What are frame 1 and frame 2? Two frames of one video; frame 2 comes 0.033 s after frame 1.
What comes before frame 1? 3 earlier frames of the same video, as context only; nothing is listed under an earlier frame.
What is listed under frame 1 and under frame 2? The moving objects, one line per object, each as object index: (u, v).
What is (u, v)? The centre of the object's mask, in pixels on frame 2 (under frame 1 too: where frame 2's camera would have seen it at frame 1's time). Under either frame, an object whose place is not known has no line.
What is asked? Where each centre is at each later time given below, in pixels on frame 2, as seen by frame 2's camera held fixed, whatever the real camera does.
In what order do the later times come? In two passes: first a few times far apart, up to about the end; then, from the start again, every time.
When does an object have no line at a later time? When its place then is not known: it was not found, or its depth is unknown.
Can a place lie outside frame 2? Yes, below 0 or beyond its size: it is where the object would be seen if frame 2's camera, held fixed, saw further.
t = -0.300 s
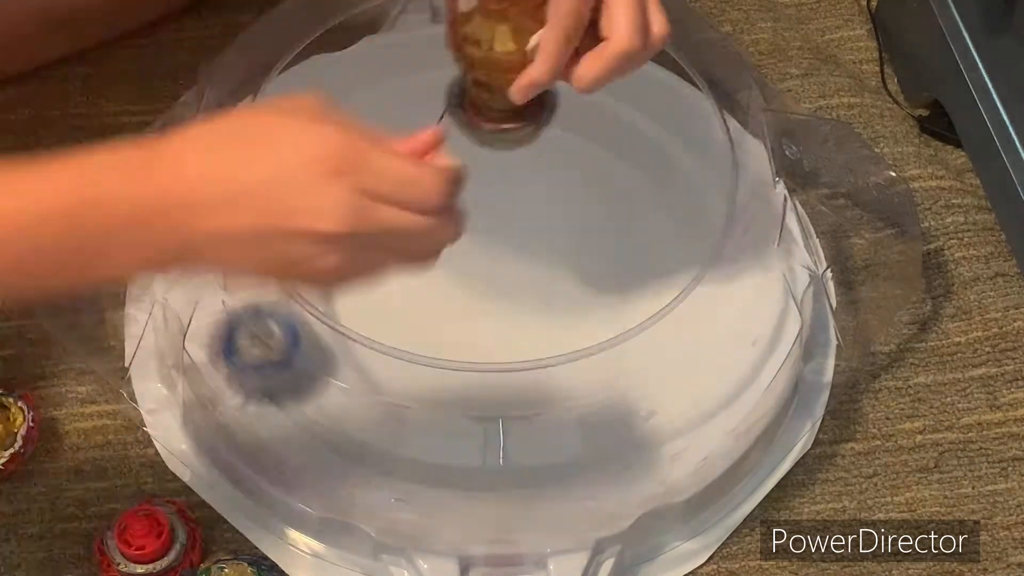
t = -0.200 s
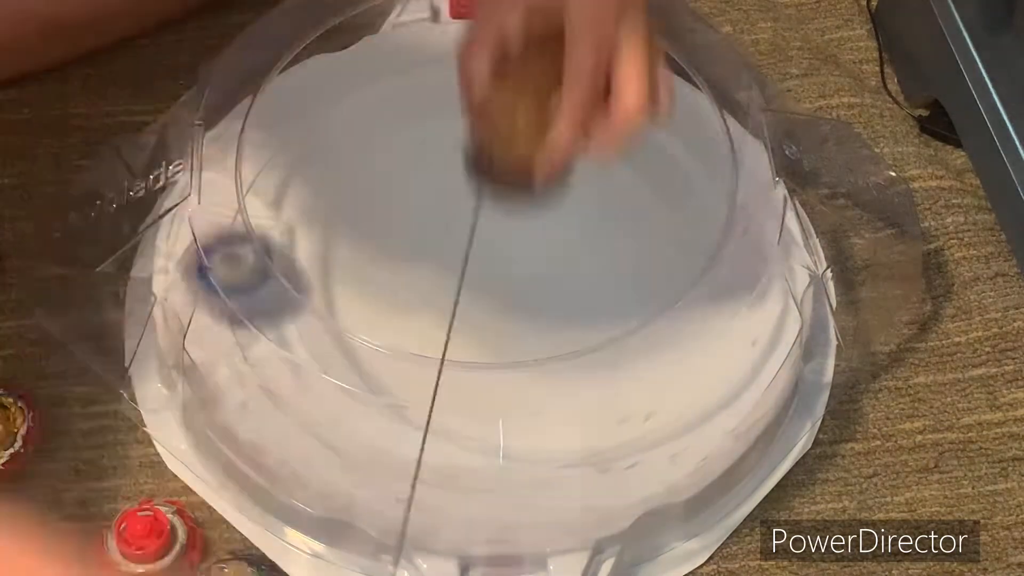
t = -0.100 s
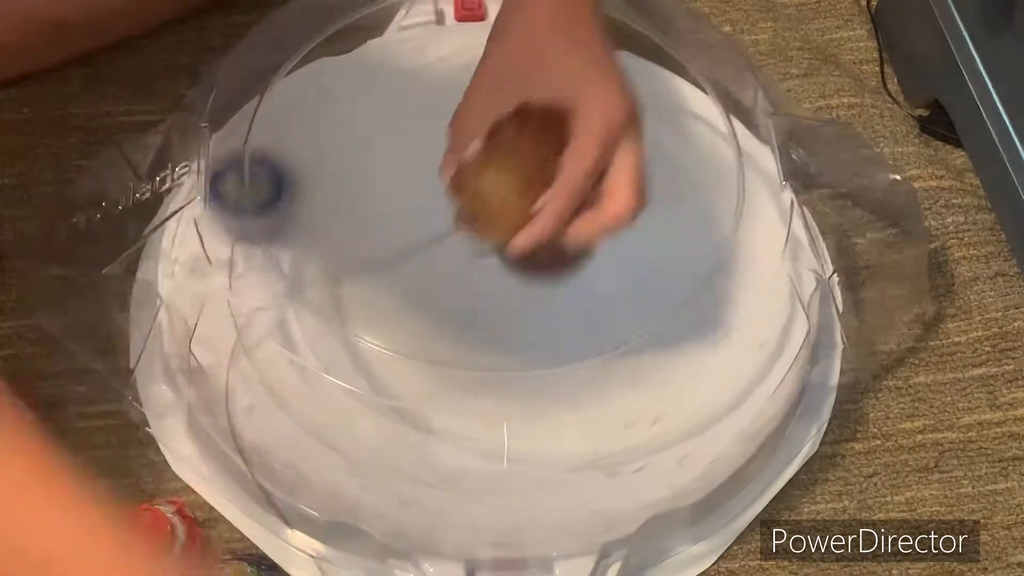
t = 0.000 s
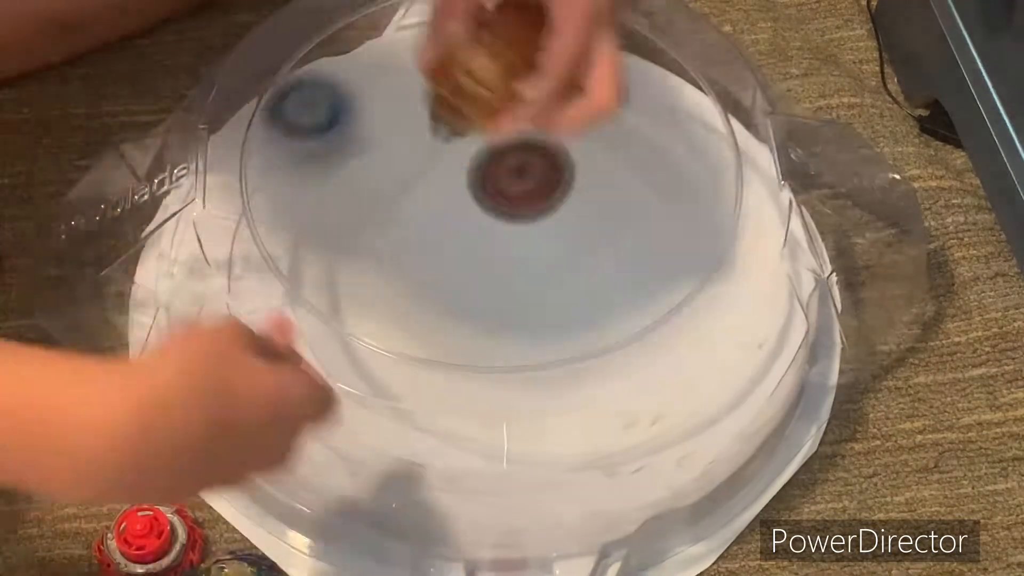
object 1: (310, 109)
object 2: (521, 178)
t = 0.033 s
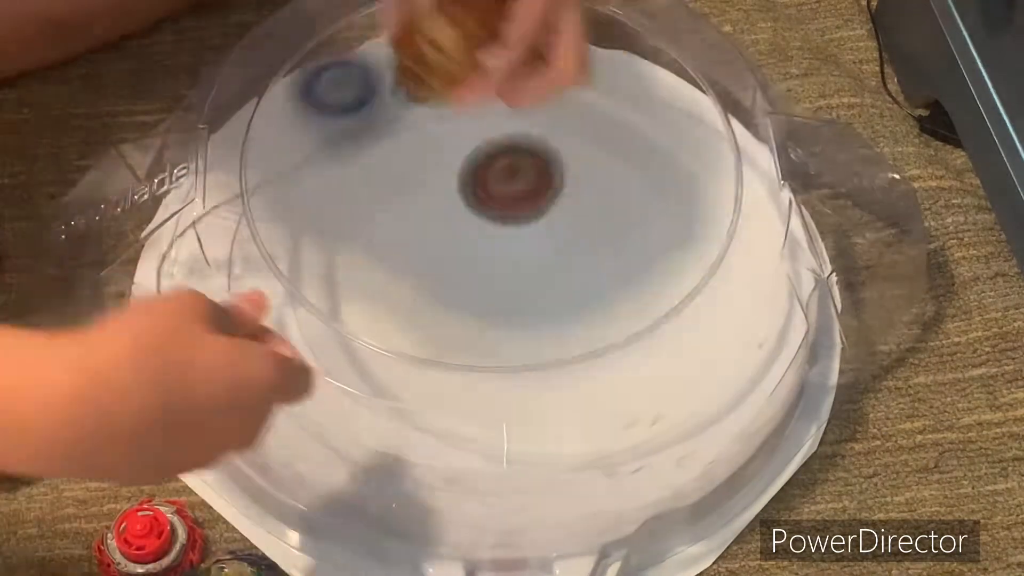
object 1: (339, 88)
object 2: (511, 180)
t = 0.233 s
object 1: (585, 79)
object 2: (462, 239)
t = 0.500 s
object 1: (745, 305)
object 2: (469, 299)
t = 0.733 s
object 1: (543, 468)
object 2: (570, 290)
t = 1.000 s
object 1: (252, 322)
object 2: (468, 195)
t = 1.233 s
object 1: (335, 108)
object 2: (337, 296)
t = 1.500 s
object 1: (622, 96)
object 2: (541, 439)
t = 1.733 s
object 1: (738, 268)
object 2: (643, 395)
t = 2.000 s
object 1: (788, 271)
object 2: (356, 444)
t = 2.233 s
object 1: (779, 244)
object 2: (255, 325)
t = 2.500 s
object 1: (791, 213)
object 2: (257, 257)
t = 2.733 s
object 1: (779, 183)
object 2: (260, 278)
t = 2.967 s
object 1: (760, 191)
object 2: (255, 302)
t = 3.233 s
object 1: (699, 223)
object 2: (253, 307)
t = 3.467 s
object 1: (565, 298)
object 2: (267, 293)
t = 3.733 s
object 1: (416, 247)
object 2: (290, 308)
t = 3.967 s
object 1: (554, 165)
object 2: (372, 327)
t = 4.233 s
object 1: (716, 205)
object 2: (501, 338)
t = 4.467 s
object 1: (781, 205)
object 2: (415, 368)
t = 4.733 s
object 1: (698, 256)
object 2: (514, 329)
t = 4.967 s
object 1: (530, 333)
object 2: (463, 192)
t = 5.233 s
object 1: (384, 295)
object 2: (348, 119)
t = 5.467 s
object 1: (402, 272)
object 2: (338, 79)
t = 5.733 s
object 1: (513, 272)
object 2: (368, 53)
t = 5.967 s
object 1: (482, 359)
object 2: (428, 37)
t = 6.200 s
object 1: (384, 313)
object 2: (492, 34)
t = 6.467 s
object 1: (519, 238)
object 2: (562, 43)
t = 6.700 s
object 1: (604, 324)
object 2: (614, 62)
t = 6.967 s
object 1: (480, 373)
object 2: (659, 95)
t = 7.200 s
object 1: (444, 248)
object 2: (684, 130)
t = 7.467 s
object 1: (565, 209)
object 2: (691, 179)
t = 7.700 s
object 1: (512, 298)
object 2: (715, 219)
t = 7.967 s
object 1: (434, 250)
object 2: (724, 265)
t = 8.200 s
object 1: (497, 211)
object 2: (721, 303)
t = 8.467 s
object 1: (511, 308)
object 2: (697, 359)
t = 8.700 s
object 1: (422, 302)
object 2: (648, 408)
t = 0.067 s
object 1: (370, 75)
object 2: (502, 195)
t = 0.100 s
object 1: (414, 62)
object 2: (491, 221)
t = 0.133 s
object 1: (457, 56)
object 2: (482, 253)
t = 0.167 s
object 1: (498, 62)
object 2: (476, 240)
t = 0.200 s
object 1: (540, 67)
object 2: (469, 235)
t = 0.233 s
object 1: (585, 79)
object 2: (462, 239)
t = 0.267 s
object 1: (623, 95)
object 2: (455, 255)
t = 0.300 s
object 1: (659, 116)
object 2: (450, 273)
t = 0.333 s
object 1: (689, 142)
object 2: (448, 270)
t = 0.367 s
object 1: (717, 171)
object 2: (449, 281)
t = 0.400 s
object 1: (733, 203)
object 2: (451, 288)
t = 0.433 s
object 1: (745, 237)
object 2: (454, 292)
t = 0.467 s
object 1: (747, 272)
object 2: (462, 297)
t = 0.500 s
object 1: (745, 305)
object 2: (469, 299)
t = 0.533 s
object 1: (735, 338)
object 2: (481, 303)
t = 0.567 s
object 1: (717, 368)
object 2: (493, 306)
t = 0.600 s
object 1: (692, 396)
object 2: (506, 307)
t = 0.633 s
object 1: (663, 422)
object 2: (521, 308)
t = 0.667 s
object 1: (627, 444)
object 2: (538, 306)
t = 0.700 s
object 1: (588, 460)
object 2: (555, 301)
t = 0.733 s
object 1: (543, 468)
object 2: (570, 290)
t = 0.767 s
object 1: (498, 472)
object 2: (579, 277)
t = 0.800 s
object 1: (452, 470)
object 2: (582, 260)
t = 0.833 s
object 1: (407, 460)
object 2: (578, 243)
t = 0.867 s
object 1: (365, 442)
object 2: (567, 227)
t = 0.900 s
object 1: (325, 419)
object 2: (550, 213)
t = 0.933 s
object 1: (292, 389)
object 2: (526, 203)
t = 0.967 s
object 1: (270, 358)
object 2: (499, 197)
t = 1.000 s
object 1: (252, 322)
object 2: (468, 195)
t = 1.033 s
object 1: (243, 287)
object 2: (439, 197)
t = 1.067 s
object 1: (243, 252)
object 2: (412, 206)
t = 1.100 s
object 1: (249, 219)
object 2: (387, 218)
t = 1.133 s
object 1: (260, 185)
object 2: (367, 234)
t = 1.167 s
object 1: (280, 157)
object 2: (350, 253)
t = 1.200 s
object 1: (307, 130)
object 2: (341, 273)
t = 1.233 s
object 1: (335, 108)
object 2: (337, 296)
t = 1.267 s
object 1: (368, 91)
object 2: (342, 320)
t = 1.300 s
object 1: (403, 77)
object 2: (363, 351)
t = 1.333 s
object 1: (439, 68)
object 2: (382, 375)
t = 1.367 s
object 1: (478, 65)
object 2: (407, 394)
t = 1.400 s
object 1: (517, 65)
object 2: (438, 414)
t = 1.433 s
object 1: (553, 72)
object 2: (476, 423)
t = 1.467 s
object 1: (591, 82)
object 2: (511, 431)
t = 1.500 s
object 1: (622, 96)
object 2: (541, 439)
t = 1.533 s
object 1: (654, 112)
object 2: (566, 447)
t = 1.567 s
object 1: (681, 134)
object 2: (584, 448)
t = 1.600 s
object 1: (704, 159)
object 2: (600, 440)
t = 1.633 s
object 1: (721, 184)
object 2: (616, 430)
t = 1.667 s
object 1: (732, 212)
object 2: (629, 416)
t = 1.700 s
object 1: (734, 241)
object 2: (638, 406)
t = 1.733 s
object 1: (738, 268)
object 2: (643, 395)
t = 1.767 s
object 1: (738, 293)
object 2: (648, 388)
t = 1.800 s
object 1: (734, 315)
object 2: (650, 384)
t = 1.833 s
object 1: (745, 324)
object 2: (630, 390)
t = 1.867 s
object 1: (759, 306)
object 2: (570, 414)
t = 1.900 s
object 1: (766, 292)
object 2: (507, 429)
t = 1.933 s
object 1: (772, 285)
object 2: (455, 451)
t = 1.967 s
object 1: (780, 276)
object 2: (400, 456)
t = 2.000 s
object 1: (788, 271)
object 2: (356, 444)
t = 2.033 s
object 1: (797, 266)
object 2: (313, 438)
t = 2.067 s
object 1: (803, 259)
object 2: (290, 418)
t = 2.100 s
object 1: (797, 256)
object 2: (269, 395)
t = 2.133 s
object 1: (789, 253)
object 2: (248, 374)
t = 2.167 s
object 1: (785, 250)
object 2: (245, 355)
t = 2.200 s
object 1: (781, 247)
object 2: (248, 339)
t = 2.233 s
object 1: (779, 244)
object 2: (255, 325)
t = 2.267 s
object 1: (779, 241)
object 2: (262, 310)
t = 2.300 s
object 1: (783, 239)
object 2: (267, 292)
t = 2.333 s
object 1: (783, 234)
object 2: (271, 280)
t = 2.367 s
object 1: (788, 229)
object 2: (271, 271)
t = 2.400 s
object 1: (792, 226)
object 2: (271, 264)
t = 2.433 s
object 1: (794, 219)
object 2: (269, 259)
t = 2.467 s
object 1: (792, 217)
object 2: (263, 256)
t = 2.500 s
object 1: (791, 213)
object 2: (257, 257)
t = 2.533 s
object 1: (790, 209)
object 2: (245, 258)
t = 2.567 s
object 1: (789, 205)
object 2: (233, 260)
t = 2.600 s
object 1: (789, 198)
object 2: (232, 260)
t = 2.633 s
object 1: (787, 195)
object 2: (239, 270)
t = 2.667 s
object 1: (784, 190)
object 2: (248, 270)
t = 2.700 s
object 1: (783, 187)
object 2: (256, 274)
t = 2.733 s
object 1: (779, 183)
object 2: (260, 278)
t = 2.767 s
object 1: (778, 182)
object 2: (260, 283)
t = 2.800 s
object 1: (777, 184)
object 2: (258, 289)
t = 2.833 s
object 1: (774, 185)
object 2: (252, 291)
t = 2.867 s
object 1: (772, 186)
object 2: (243, 296)
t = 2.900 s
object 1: (769, 188)
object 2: (238, 298)
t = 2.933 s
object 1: (767, 188)
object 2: (246, 300)
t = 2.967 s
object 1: (760, 191)
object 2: (255, 302)
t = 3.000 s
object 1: (757, 194)
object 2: (259, 303)
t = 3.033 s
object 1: (753, 198)
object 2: (262, 304)
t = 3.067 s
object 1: (744, 203)
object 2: (261, 305)
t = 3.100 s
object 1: (741, 205)
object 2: (260, 306)
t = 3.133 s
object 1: (735, 209)
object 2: (257, 306)
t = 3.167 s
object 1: (722, 215)
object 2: (255, 308)
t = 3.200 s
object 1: (711, 221)
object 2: (254, 307)
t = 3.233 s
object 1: (699, 223)
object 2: (253, 307)
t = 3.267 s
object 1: (687, 226)
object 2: (253, 306)
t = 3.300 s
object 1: (673, 230)
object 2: (254, 305)
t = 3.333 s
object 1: (656, 239)
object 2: (255, 303)
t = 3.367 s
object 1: (637, 252)
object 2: (258, 300)
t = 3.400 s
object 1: (615, 266)
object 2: (260, 297)
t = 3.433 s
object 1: (591, 282)
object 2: (264, 296)
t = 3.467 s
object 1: (565, 298)
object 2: (267, 293)
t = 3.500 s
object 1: (534, 312)
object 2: (272, 290)
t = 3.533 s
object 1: (501, 320)
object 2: (277, 288)
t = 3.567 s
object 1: (468, 321)
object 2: (281, 286)
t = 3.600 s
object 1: (437, 316)
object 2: (288, 285)
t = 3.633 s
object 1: (406, 305)
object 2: (296, 284)
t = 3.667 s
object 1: (401, 289)
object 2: (295, 289)
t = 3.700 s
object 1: (407, 269)
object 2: (291, 295)
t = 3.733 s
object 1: (416, 247)
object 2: (290, 308)
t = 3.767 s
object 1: (429, 225)
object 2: (291, 309)
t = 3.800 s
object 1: (445, 207)
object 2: (295, 313)
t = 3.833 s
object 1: (463, 191)
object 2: (301, 315)
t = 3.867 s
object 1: (484, 179)
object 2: (310, 316)
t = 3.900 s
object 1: (507, 170)
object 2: (323, 321)
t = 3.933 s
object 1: (531, 165)
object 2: (345, 323)
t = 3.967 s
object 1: (554, 165)
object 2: (372, 327)
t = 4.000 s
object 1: (576, 169)
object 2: (408, 325)
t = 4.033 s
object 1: (596, 176)
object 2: (439, 330)
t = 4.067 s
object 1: (613, 189)
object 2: (474, 331)
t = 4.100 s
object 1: (627, 205)
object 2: (509, 326)
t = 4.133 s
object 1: (635, 224)
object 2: (543, 314)
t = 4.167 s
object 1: (650, 236)
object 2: (558, 306)
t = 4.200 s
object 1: (686, 216)
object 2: (530, 326)
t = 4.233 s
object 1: (716, 205)
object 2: (501, 338)
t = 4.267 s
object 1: (740, 196)
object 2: (479, 359)
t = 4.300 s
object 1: (755, 184)
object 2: (459, 368)
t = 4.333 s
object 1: (769, 179)
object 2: (435, 368)
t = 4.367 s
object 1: (781, 181)
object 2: (422, 369)
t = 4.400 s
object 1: (785, 186)
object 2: (415, 368)
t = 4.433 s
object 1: (784, 196)
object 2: (413, 369)
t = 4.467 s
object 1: (781, 205)
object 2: (415, 368)
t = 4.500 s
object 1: (775, 208)
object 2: (422, 369)
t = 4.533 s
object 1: (767, 215)
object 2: (431, 368)
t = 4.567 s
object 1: (759, 222)
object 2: (442, 367)
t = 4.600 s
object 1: (752, 228)
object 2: (456, 365)
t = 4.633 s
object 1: (742, 236)
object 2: (471, 361)
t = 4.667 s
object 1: (725, 245)
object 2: (486, 355)
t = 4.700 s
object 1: (712, 250)
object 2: (500, 343)
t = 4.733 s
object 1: (698, 256)
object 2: (514, 329)
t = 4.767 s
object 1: (681, 263)
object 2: (516, 311)
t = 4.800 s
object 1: (660, 272)
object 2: (517, 290)
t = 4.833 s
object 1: (636, 283)
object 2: (515, 271)
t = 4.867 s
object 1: (612, 297)
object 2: (506, 249)
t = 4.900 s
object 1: (585, 310)
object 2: (495, 229)
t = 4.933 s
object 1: (558, 324)
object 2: (482, 211)
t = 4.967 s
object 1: (530, 333)
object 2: (463, 192)
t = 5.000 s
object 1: (499, 337)
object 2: (447, 180)
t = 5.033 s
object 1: (469, 333)
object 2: (431, 173)
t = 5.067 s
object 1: (443, 321)
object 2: (415, 169)
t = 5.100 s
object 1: (420, 308)
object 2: (399, 169)
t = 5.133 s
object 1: (402, 289)
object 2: (384, 174)
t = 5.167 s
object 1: (392, 282)
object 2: (373, 168)
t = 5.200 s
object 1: (386, 289)
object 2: (360, 142)
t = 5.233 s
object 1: (384, 295)
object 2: (348, 119)
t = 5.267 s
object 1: (384, 297)
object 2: (341, 108)
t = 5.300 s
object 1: (384, 297)
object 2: (331, 88)
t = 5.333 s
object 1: (386, 295)
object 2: (329, 83)
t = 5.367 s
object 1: (390, 292)
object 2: (326, 78)
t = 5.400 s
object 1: (394, 287)
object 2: (330, 77)
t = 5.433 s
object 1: (398, 280)
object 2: (335, 79)
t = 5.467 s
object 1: (402, 272)
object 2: (338, 79)
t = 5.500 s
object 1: (408, 263)
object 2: (341, 77)
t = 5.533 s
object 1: (416, 255)
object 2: (344, 75)
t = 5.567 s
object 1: (429, 248)
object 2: (346, 69)
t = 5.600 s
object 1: (445, 245)
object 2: (348, 63)
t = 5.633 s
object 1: (464, 246)
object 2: (351, 61)
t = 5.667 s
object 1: (482, 251)
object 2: (357, 60)
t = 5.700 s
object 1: (500, 260)
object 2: (362, 57)
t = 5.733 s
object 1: (513, 272)
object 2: (368, 53)
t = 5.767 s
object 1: (523, 285)
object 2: (376, 51)
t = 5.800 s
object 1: (527, 300)
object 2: (384, 49)
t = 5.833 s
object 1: (528, 315)
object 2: (393, 45)
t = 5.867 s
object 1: (521, 328)
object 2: (402, 44)
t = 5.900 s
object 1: (513, 342)
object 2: (411, 39)
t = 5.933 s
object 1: (498, 351)
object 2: (419, 40)
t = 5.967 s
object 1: (482, 359)
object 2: (428, 37)
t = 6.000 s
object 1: (464, 364)
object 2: (437, 36)
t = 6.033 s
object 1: (445, 364)
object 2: (446, 34)
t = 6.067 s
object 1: (427, 361)
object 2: (455, 34)
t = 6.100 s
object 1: (409, 355)
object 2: (465, 34)
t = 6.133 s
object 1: (397, 344)
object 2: (473, 34)
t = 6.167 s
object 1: (388, 328)
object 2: (482, 34)
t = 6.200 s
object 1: (384, 313)
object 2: (492, 34)
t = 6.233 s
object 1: (389, 297)
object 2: (502, 35)
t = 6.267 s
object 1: (396, 280)
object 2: (511, 36)
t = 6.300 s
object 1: (411, 267)
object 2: (520, 36)
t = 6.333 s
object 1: (428, 254)
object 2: (528, 36)
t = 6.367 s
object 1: (449, 244)
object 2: (536, 37)
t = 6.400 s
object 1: (472, 238)
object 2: (546, 39)
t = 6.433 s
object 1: (495, 235)
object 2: (554, 41)
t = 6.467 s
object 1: (519, 238)
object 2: (562, 43)
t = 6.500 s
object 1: (540, 243)
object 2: (570, 45)
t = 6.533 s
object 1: (559, 251)
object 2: (579, 48)
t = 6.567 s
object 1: (575, 264)
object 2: (586, 50)
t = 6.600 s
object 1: (589, 277)
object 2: (594, 53)
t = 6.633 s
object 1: (597, 292)
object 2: (601, 56)
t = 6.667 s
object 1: (602, 309)
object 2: (607, 59)
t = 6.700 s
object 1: (604, 324)
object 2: (614, 62)
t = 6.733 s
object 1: (600, 340)
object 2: (621, 67)
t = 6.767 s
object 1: (593, 355)
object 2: (627, 70)
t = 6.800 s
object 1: (580, 367)
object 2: (634, 73)
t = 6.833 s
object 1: (563, 375)
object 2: (639, 76)
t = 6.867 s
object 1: (544, 382)
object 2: (645, 82)
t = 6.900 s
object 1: (522, 383)
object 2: (650, 85)
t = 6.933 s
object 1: (500, 380)
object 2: (655, 89)
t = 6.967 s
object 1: (480, 373)
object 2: (659, 95)
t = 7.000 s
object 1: (463, 362)
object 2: (664, 102)
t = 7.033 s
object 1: (448, 345)
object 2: (668, 105)
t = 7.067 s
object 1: (438, 328)
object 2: (673, 111)
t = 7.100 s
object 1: (431, 309)
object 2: (678, 116)
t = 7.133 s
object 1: (430, 288)
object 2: (682, 121)
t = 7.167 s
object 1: (435, 267)
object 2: (686, 126)
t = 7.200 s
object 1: (444, 248)
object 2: (684, 130)
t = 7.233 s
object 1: (458, 231)
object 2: (681, 134)
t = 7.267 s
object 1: (476, 217)
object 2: (673, 140)
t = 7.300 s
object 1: (496, 206)
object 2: (666, 145)
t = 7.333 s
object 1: (516, 199)
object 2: (661, 153)
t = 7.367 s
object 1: (537, 195)
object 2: (659, 160)
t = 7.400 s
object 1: (559, 194)
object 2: (657, 167)
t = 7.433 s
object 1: (568, 198)
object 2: (668, 173)
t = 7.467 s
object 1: (565, 209)
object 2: (691, 179)
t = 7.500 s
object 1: (561, 223)
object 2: (719, 183)
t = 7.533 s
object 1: (556, 237)
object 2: (726, 185)
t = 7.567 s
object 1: (553, 252)
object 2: (730, 194)
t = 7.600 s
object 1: (548, 267)
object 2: (731, 201)
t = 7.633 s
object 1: (540, 280)
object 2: (725, 206)
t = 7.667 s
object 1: (528, 290)
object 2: (718, 213)
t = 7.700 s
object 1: (512, 298)
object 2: (715, 219)
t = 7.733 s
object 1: (496, 300)
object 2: (713, 225)
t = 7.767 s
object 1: (480, 300)
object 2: (714, 231)
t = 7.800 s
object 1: (466, 296)
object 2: (719, 237)
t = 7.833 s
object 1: (453, 290)
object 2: (727, 245)
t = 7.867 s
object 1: (443, 282)
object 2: (734, 251)
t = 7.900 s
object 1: (437, 271)
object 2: (733, 257)
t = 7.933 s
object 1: (434, 261)
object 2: (727, 261)
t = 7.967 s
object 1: (434, 250)
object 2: (724, 265)
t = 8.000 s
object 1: (436, 239)
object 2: (723, 271)
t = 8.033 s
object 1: (441, 229)
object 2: (725, 277)
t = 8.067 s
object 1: (448, 220)
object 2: (729, 286)
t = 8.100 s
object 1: (458, 214)
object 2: (733, 294)
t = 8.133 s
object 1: (470, 209)
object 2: (731, 298)
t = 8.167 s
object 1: (484, 208)
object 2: (726, 300)
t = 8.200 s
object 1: (497, 211)
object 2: (721, 303)
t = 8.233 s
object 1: (509, 217)
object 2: (718, 307)
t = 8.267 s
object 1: (520, 228)
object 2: (716, 315)
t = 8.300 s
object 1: (528, 241)
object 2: (714, 324)
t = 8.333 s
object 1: (533, 256)
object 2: (714, 335)
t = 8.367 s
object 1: (533, 271)
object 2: (710, 342)
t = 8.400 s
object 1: (529, 286)
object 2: (707, 351)
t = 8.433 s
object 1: (522, 298)
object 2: (703, 356)
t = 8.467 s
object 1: (511, 308)
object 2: (697, 359)
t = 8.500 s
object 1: (499, 315)
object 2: (692, 368)
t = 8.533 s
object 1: (485, 319)
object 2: (686, 376)
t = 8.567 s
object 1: (471, 321)
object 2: (679, 381)
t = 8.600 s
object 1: (457, 319)
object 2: (673, 389)
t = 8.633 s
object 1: (444, 315)
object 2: (665, 395)
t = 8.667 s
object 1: (432, 310)
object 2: (656, 402)
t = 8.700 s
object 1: (422, 302)
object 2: (648, 408)
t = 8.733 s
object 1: (414, 292)
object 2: (640, 413)
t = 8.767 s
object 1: (408, 279)
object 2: (631, 418)
